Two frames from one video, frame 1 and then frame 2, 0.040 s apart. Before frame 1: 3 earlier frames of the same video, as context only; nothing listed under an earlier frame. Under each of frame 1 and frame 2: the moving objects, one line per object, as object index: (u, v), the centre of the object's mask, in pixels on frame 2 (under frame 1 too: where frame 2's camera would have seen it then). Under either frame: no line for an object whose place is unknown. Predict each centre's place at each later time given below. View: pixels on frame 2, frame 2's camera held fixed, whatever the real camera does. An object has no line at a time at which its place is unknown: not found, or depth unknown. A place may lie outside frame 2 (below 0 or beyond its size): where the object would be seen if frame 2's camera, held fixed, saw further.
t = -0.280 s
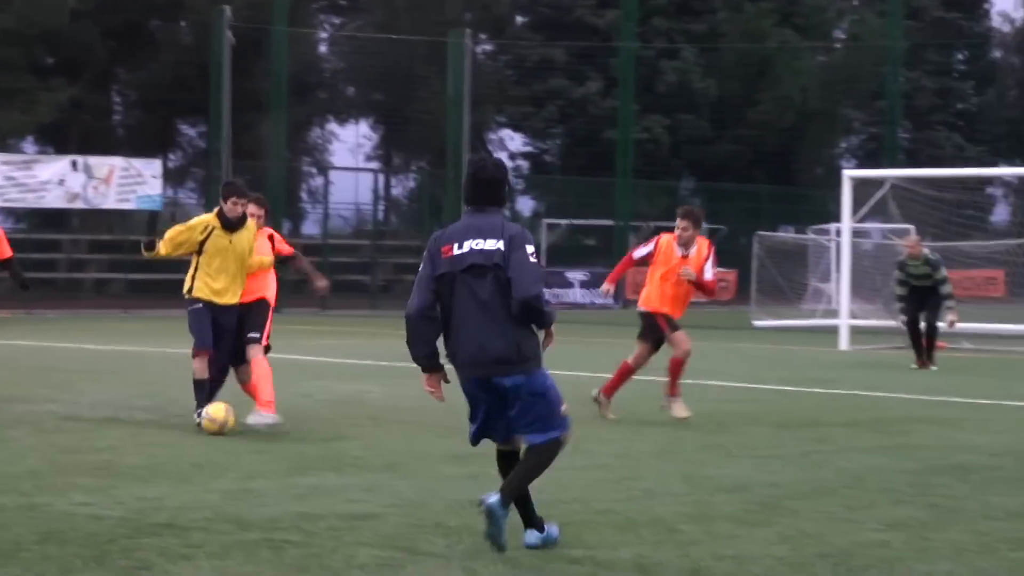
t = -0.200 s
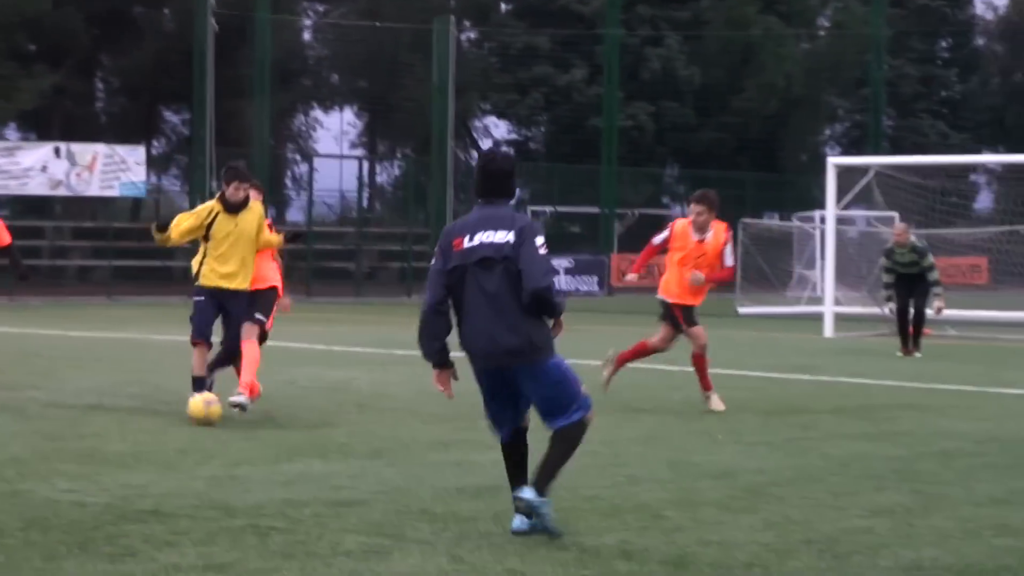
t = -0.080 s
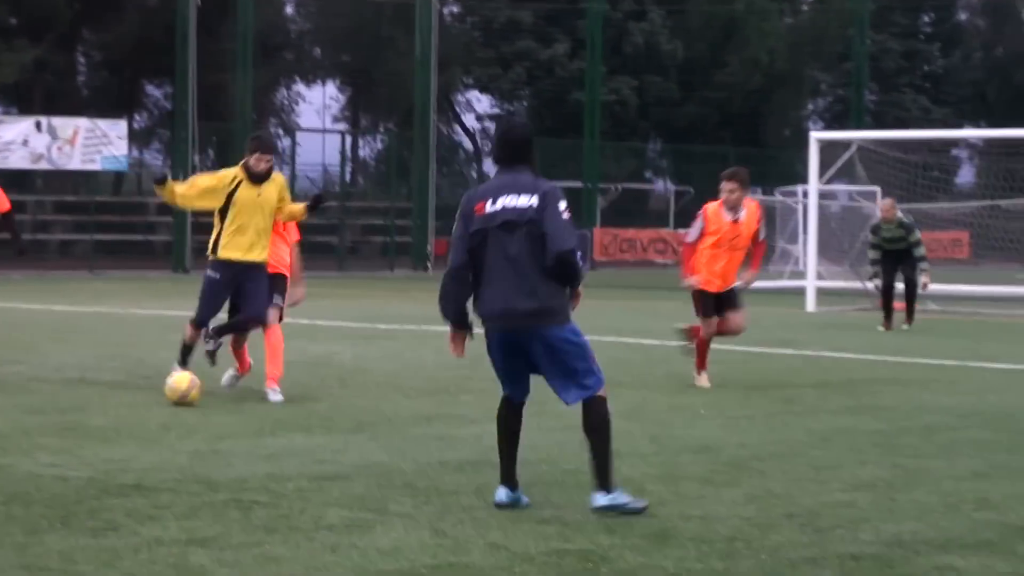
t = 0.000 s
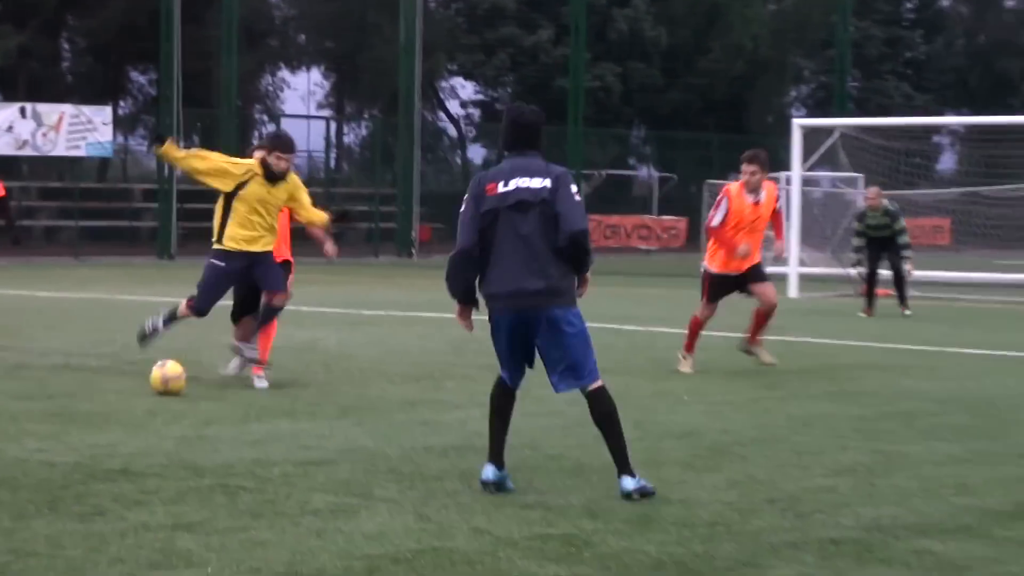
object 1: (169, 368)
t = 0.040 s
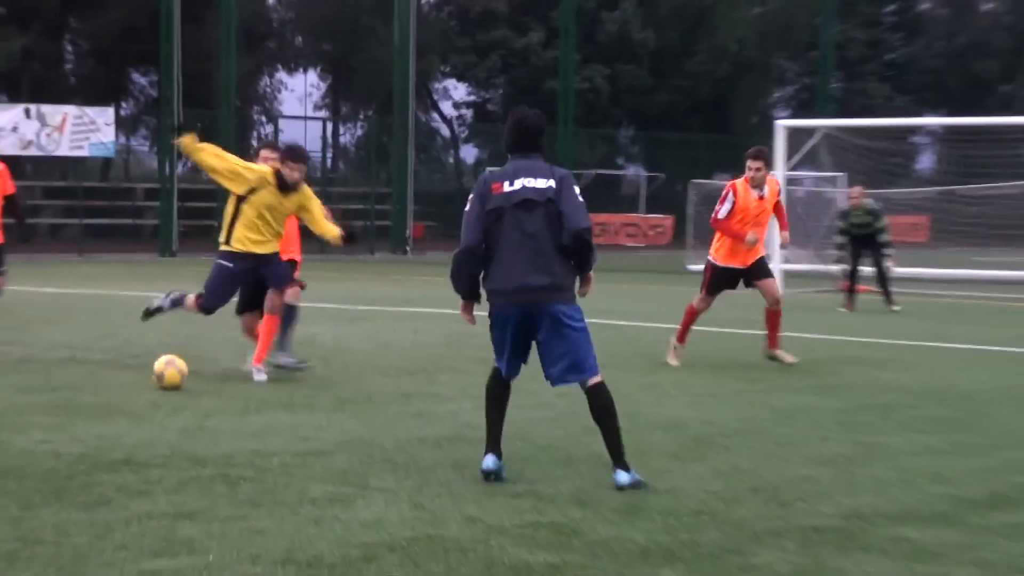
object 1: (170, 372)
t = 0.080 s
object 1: (171, 373)
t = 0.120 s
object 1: (171, 374)
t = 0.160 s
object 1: (172, 376)
